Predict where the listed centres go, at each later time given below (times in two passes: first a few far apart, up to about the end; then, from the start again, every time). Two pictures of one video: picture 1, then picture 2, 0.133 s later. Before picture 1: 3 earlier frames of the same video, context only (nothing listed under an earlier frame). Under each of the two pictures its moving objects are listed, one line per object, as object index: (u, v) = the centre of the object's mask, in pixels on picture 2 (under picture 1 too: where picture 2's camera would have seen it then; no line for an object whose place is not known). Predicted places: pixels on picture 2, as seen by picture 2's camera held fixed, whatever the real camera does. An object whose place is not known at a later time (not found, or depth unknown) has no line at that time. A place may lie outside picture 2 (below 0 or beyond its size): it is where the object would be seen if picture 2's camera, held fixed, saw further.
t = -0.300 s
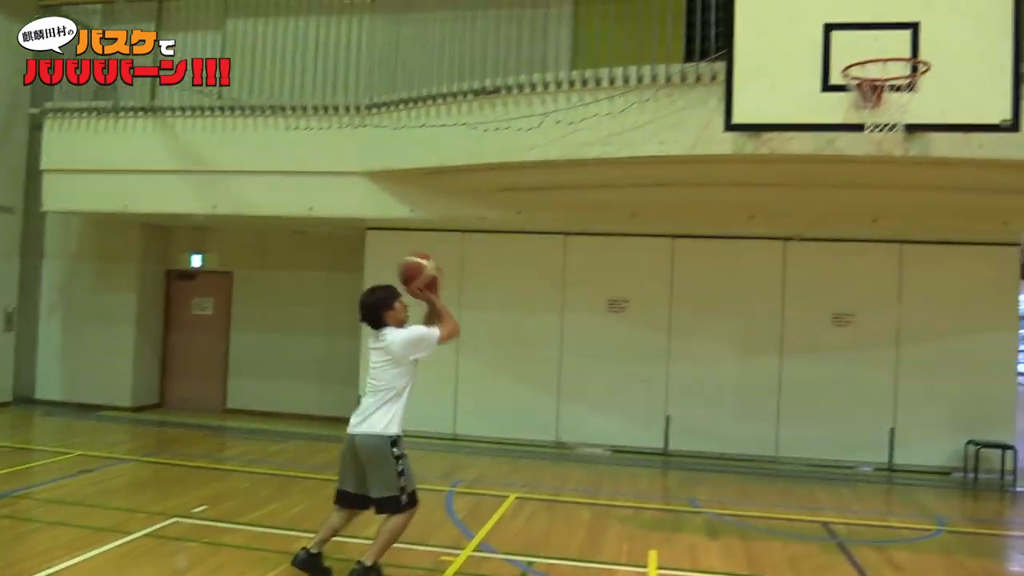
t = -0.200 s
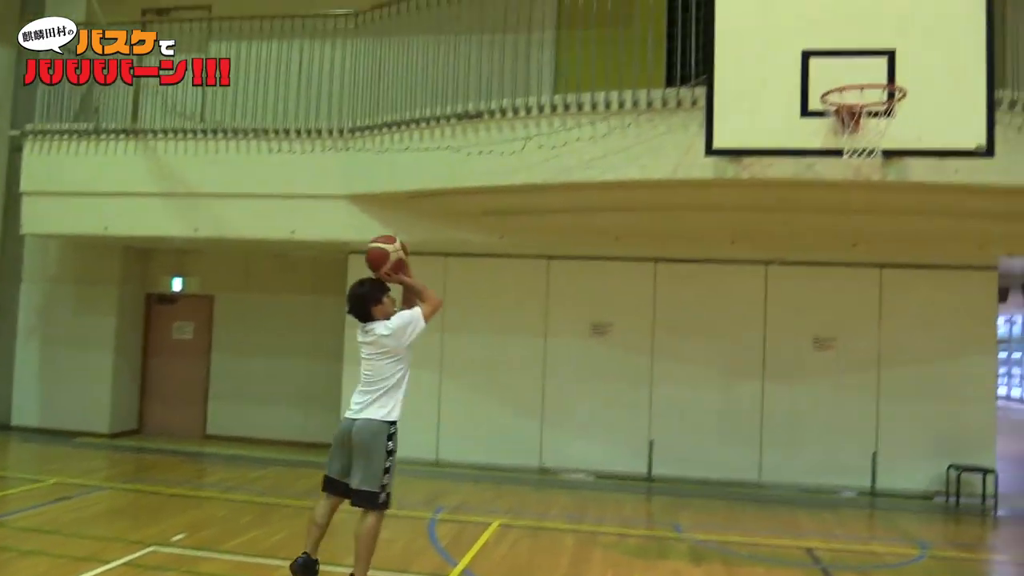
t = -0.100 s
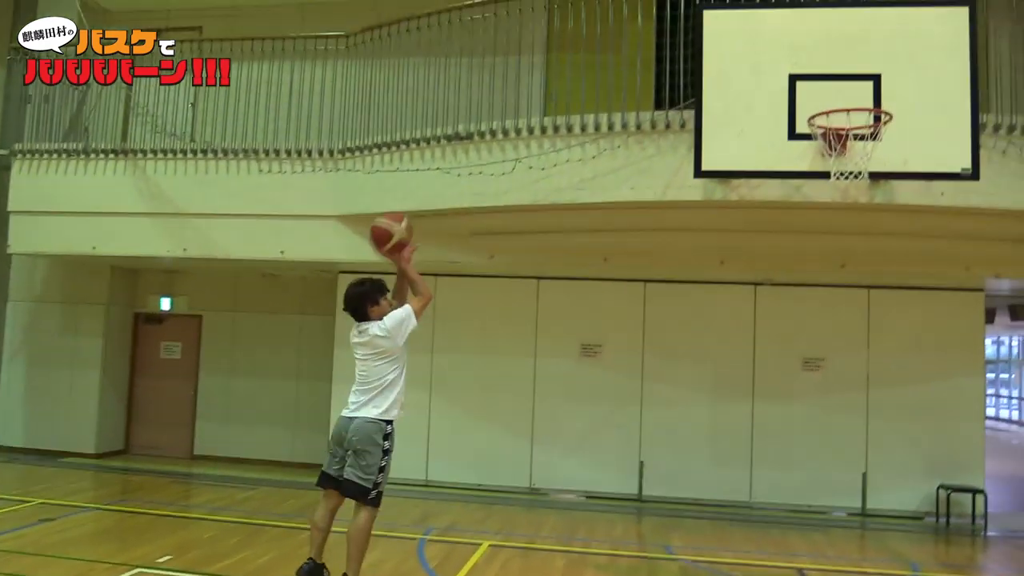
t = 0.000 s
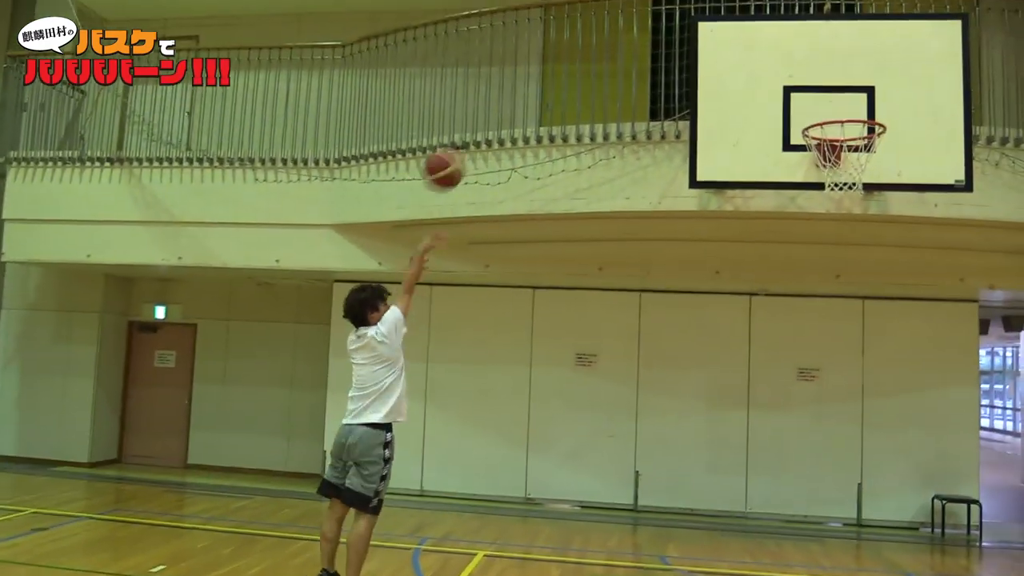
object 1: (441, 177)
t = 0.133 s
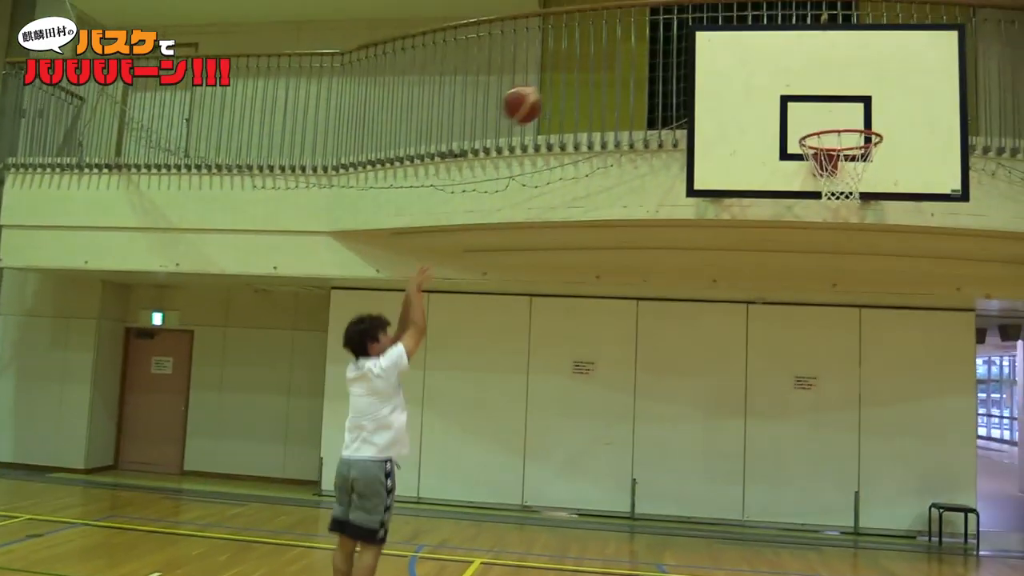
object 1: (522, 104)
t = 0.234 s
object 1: (576, 71)
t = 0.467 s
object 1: (690, 53)
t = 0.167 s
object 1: (542, 91)
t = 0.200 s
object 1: (558, 79)
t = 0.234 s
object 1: (576, 71)
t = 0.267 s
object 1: (595, 63)
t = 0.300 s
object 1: (610, 57)
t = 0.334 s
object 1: (627, 53)
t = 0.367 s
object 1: (644, 51)
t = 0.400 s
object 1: (661, 50)
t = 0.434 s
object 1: (676, 51)
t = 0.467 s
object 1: (690, 53)
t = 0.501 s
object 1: (702, 54)
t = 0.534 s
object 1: (713, 56)
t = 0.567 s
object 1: (724, 60)
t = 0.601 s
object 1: (735, 65)
